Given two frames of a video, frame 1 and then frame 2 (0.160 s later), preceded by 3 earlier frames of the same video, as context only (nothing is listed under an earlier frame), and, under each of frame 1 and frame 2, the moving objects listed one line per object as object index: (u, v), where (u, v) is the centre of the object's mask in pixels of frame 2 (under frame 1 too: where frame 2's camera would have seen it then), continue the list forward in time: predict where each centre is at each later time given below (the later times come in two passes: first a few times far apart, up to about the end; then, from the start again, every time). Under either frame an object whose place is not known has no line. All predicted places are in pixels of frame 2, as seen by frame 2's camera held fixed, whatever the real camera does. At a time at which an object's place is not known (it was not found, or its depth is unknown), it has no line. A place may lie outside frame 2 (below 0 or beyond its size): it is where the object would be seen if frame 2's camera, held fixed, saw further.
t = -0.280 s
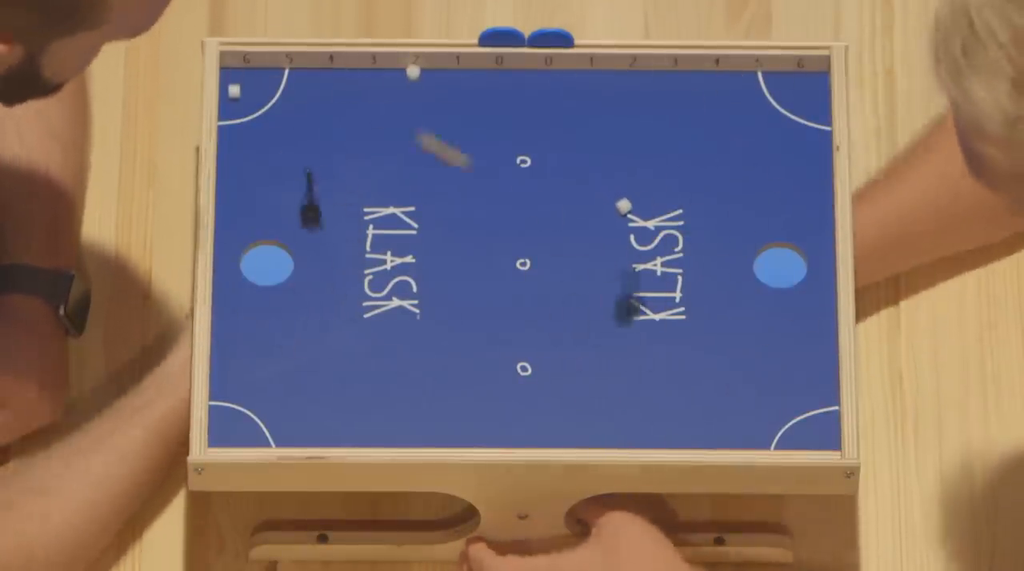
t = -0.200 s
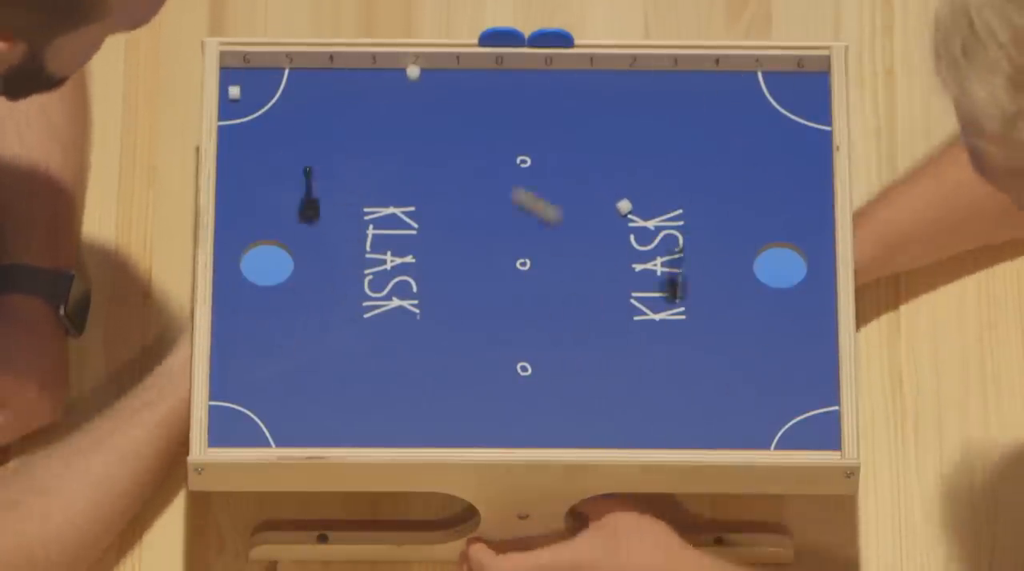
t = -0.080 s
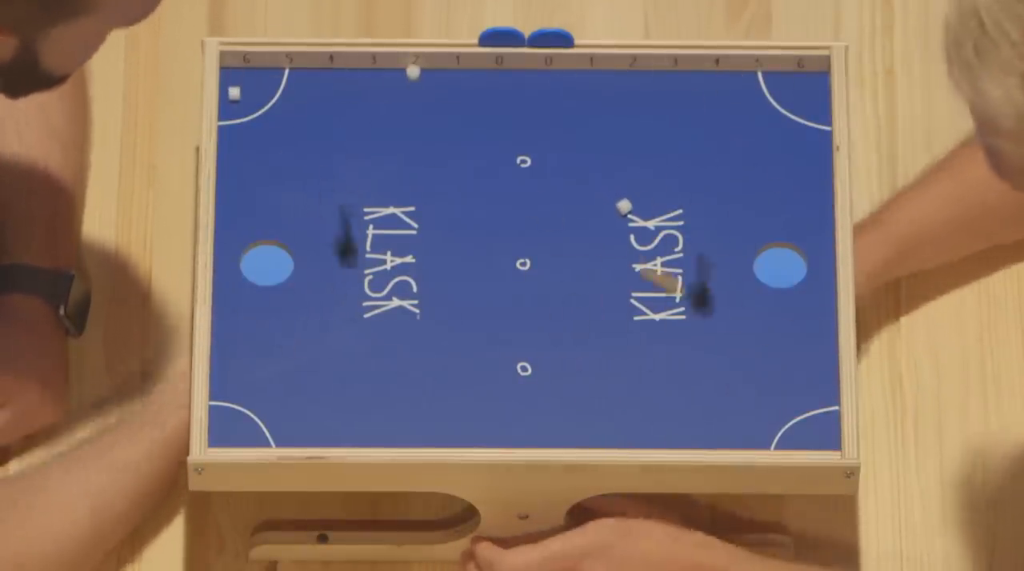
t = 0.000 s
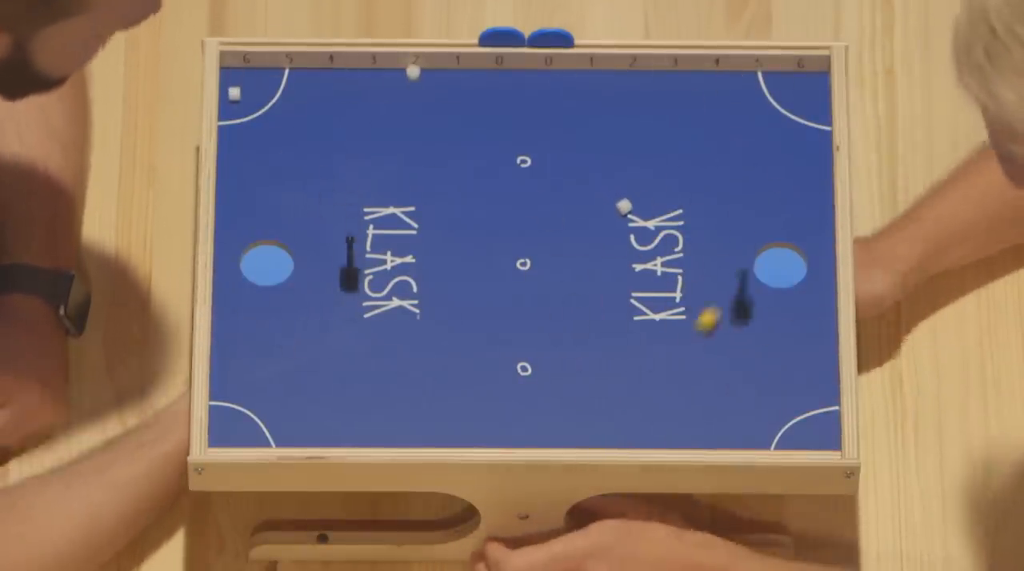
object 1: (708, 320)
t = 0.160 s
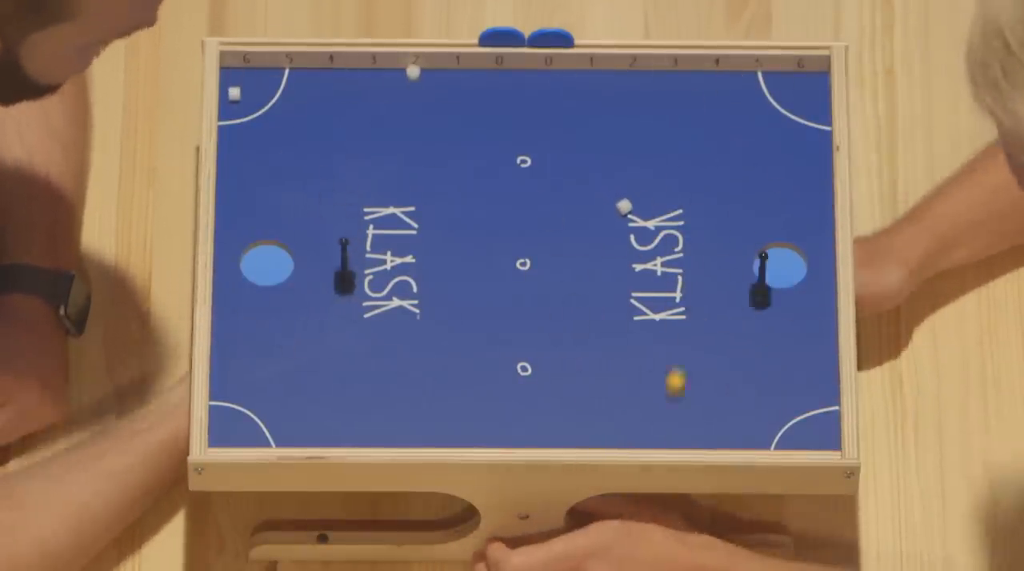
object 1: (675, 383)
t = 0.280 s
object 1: (672, 433)
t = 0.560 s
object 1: (648, 414)
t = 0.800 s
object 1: (631, 389)
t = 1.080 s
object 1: (615, 361)
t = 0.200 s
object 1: (674, 400)
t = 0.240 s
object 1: (673, 416)
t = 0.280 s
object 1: (672, 433)
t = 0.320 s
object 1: (670, 443)
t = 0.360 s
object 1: (666, 439)
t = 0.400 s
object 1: (662, 434)
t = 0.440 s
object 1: (658, 427)
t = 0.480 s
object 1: (655, 423)
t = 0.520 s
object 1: (651, 418)
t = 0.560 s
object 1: (648, 414)
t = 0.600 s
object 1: (646, 410)
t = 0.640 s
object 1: (642, 406)
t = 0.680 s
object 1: (639, 401)
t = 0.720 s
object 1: (637, 397)
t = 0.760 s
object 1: (634, 393)
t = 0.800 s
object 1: (631, 389)
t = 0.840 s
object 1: (629, 385)
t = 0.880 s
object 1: (627, 380)
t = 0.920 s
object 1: (624, 376)
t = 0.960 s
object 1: (622, 373)
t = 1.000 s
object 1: (619, 368)
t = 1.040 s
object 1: (617, 364)
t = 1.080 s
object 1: (615, 361)
